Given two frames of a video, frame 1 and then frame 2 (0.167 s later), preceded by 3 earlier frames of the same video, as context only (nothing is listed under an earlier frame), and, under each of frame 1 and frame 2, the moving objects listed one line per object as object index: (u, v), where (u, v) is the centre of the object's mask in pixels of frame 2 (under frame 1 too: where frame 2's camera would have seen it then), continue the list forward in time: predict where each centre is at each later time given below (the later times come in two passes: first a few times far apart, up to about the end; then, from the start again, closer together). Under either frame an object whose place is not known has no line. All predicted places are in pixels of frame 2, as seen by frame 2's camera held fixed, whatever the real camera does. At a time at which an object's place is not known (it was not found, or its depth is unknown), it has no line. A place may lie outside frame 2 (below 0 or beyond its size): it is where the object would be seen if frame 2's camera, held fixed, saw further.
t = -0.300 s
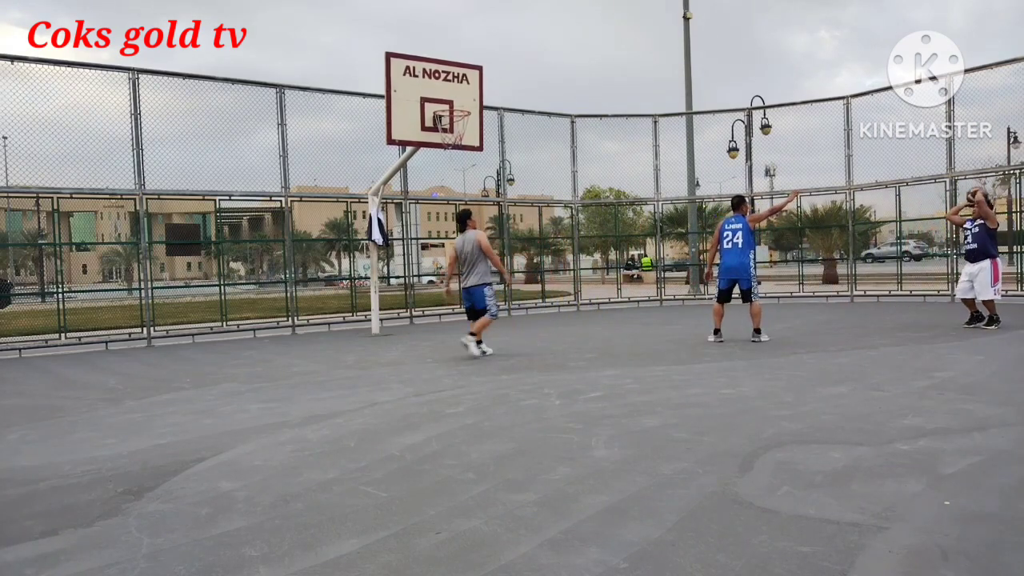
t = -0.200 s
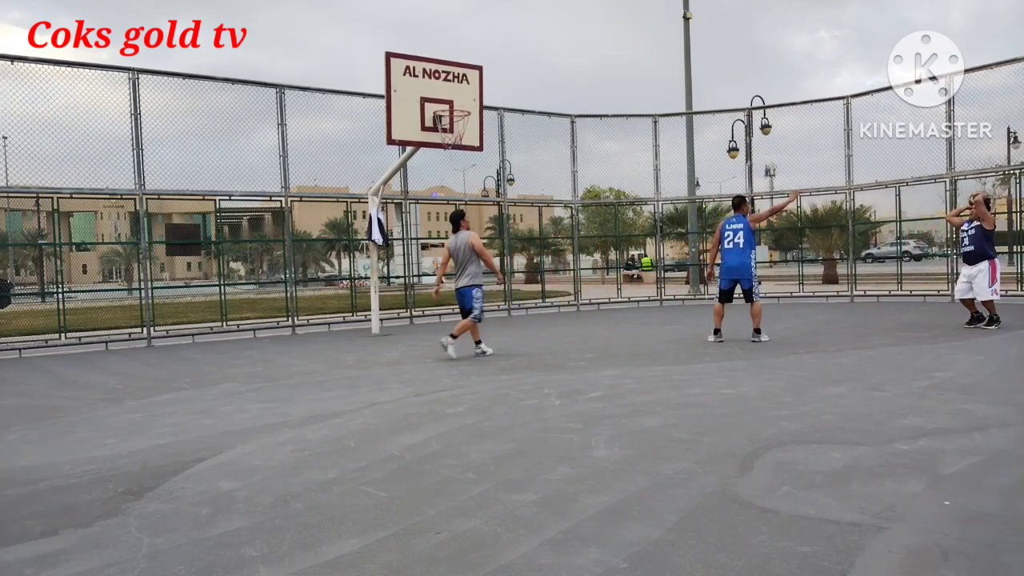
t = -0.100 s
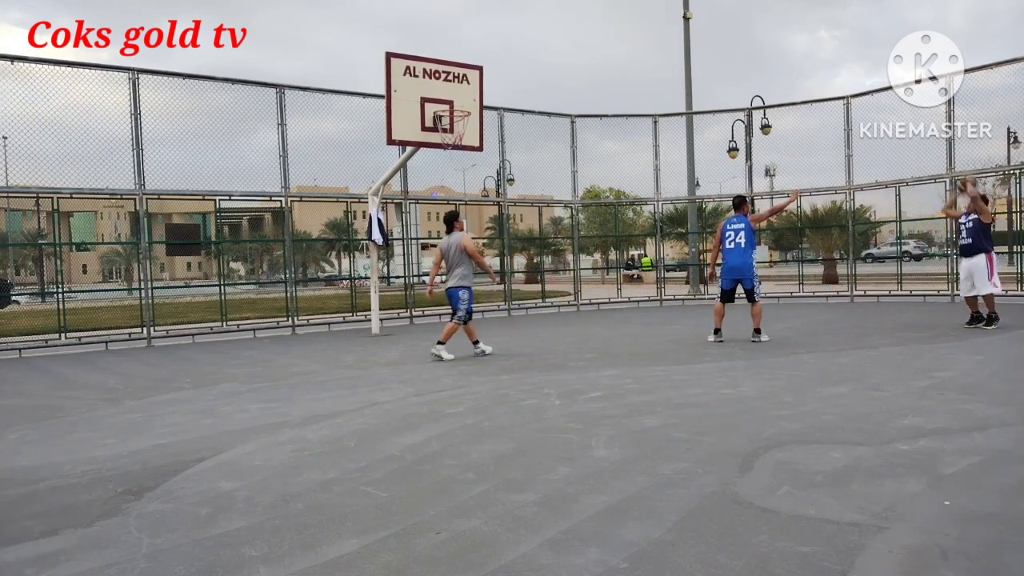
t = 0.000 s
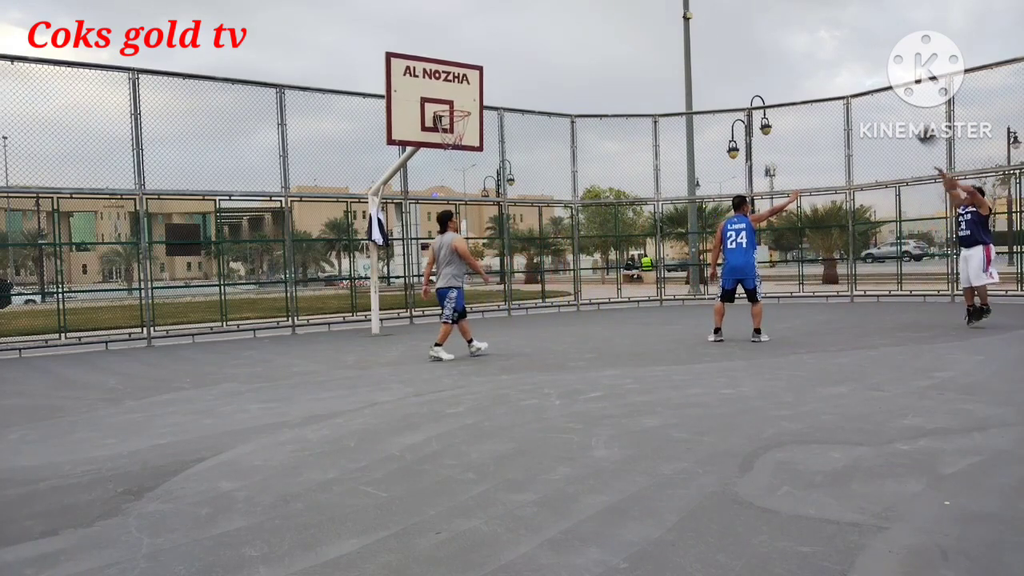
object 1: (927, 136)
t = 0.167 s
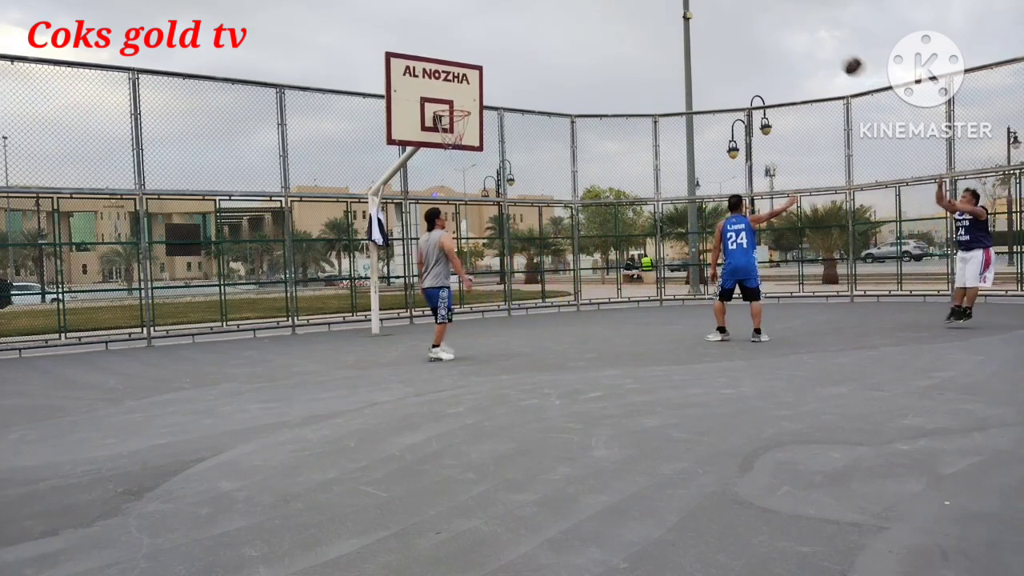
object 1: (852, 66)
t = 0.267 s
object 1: (808, 34)
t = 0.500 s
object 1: (707, 1)
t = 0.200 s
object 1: (837, 54)
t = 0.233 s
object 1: (822, 44)
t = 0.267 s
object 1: (808, 34)
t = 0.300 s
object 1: (794, 26)
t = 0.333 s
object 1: (779, 18)
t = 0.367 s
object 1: (765, 11)
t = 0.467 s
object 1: (721, 2)
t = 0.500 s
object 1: (707, 1)
